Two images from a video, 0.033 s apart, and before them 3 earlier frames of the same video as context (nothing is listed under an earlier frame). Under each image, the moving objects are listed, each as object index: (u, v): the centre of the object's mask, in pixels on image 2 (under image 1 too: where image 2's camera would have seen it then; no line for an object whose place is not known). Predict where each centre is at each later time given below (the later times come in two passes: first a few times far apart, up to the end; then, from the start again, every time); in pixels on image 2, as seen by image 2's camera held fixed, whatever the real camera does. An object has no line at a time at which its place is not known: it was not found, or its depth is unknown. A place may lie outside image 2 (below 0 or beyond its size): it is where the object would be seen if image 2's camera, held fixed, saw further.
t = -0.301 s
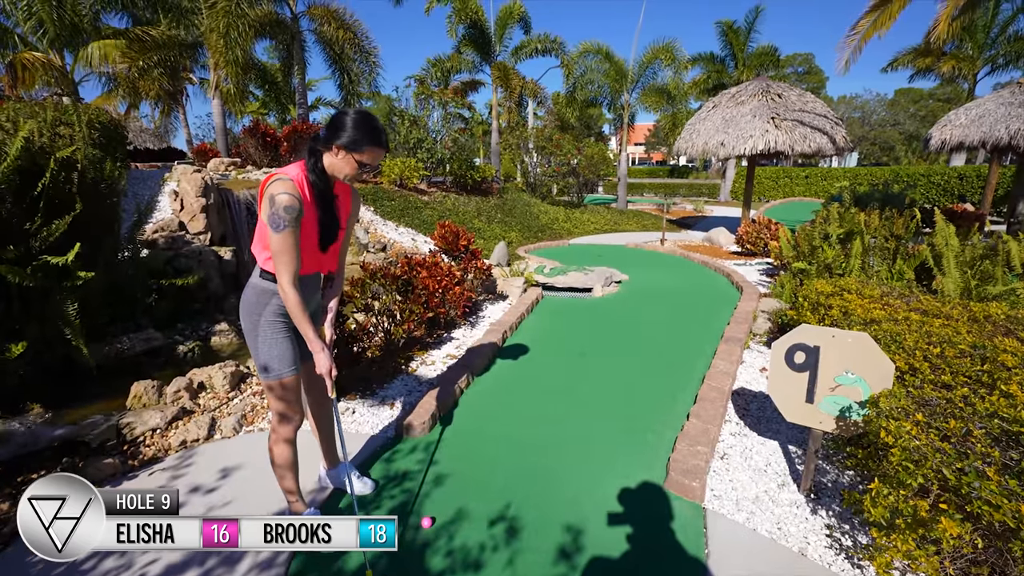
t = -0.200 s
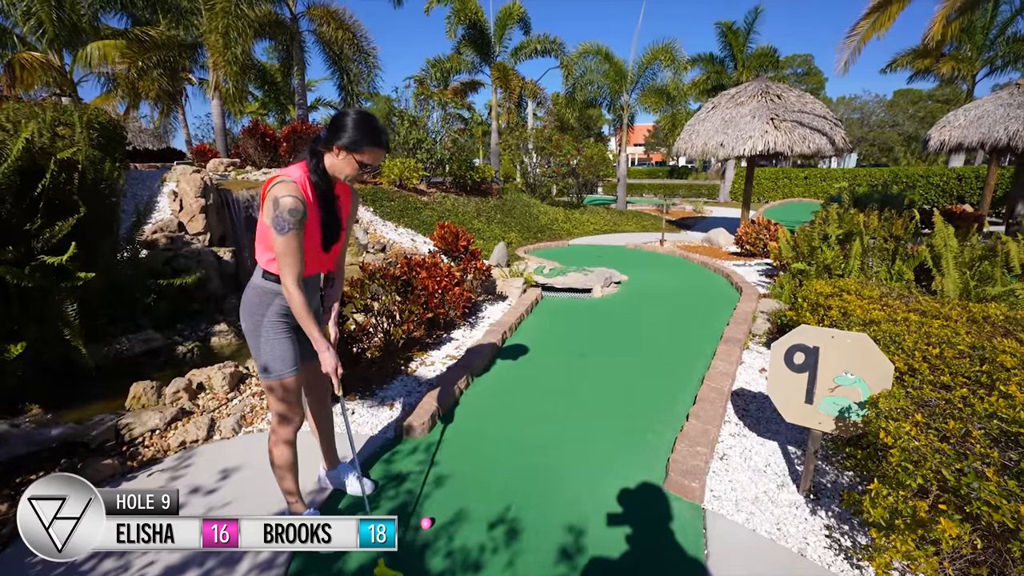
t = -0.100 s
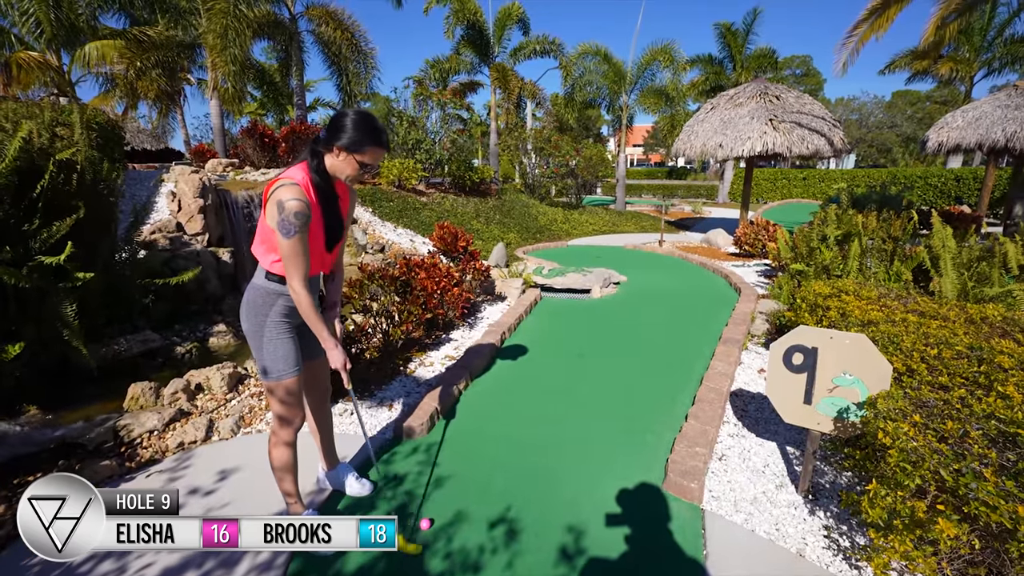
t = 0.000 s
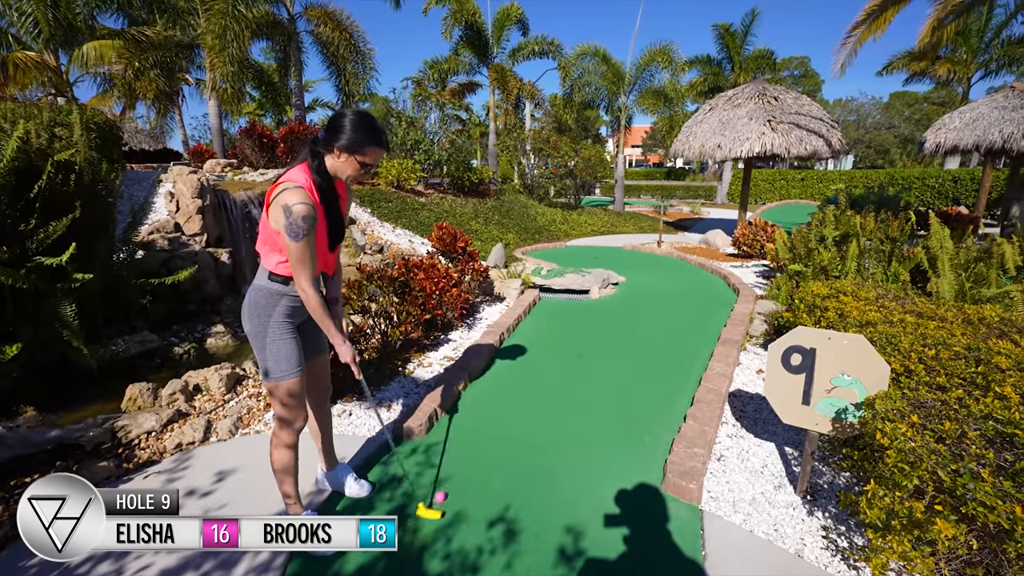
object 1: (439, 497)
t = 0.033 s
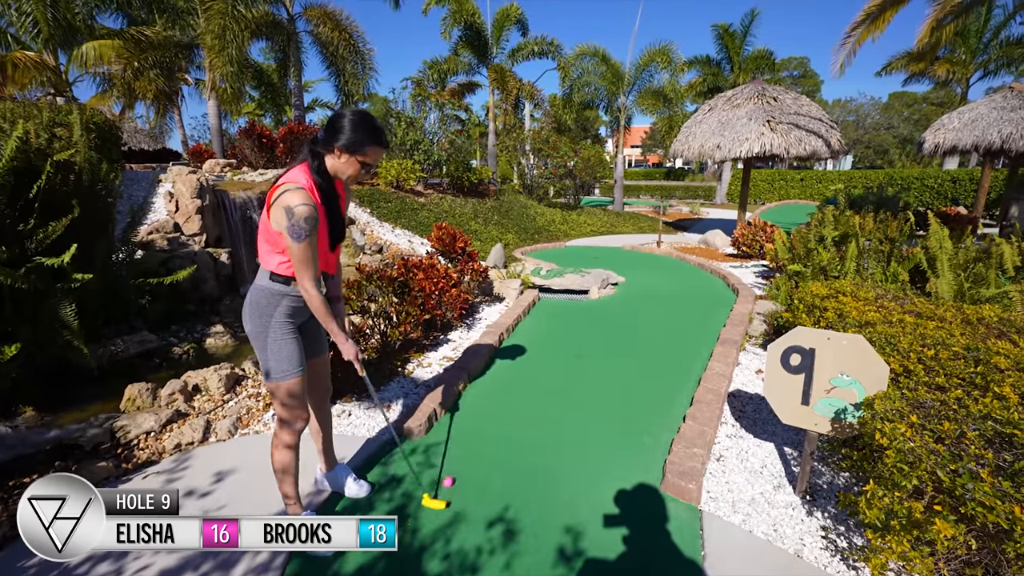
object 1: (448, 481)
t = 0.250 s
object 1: (485, 420)
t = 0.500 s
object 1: (511, 377)
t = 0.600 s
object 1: (518, 366)
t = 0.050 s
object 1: (452, 475)
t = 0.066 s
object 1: (456, 469)
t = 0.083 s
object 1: (459, 463)
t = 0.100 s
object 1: (462, 458)
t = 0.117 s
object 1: (465, 453)
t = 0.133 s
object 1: (468, 448)
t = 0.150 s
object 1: (471, 443)
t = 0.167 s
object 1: (473, 439)
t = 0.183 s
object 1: (476, 435)
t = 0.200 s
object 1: (478, 431)
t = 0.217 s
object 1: (481, 426)
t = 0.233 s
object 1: (483, 423)
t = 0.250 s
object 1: (485, 420)
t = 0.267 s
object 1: (487, 417)
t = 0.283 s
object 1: (489, 413)
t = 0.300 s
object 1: (491, 410)
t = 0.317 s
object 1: (493, 407)
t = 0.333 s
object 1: (495, 404)
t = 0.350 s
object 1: (497, 401)
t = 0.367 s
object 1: (498, 398)
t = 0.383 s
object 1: (500, 395)
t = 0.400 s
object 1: (502, 392)
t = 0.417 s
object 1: (503, 390)
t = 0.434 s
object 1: (505, 387)
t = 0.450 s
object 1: (506, 384)
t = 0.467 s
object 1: (508, 382)
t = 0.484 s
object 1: (509, 380)
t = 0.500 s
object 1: (511, 377)
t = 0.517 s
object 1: (512, 375)
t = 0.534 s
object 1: (513, 373)
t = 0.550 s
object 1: (515, 371)
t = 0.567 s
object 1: (516, 369)
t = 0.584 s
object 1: (517, 368)
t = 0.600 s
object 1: (518, 366)
